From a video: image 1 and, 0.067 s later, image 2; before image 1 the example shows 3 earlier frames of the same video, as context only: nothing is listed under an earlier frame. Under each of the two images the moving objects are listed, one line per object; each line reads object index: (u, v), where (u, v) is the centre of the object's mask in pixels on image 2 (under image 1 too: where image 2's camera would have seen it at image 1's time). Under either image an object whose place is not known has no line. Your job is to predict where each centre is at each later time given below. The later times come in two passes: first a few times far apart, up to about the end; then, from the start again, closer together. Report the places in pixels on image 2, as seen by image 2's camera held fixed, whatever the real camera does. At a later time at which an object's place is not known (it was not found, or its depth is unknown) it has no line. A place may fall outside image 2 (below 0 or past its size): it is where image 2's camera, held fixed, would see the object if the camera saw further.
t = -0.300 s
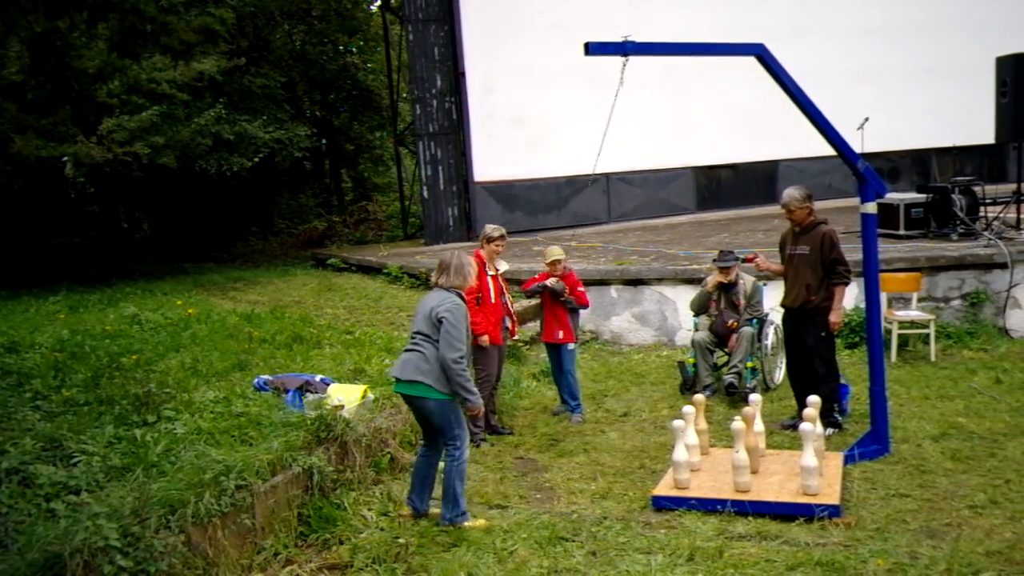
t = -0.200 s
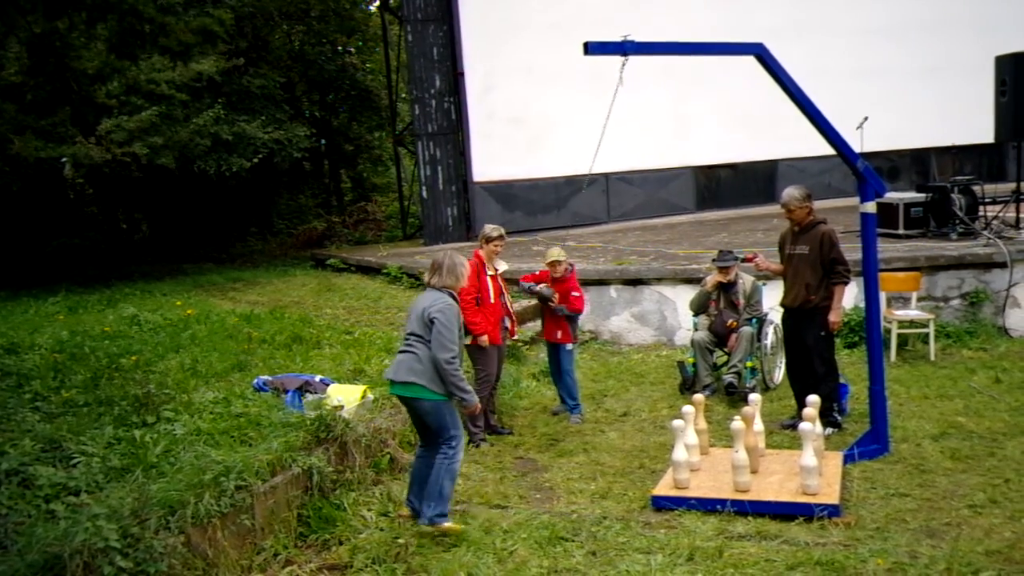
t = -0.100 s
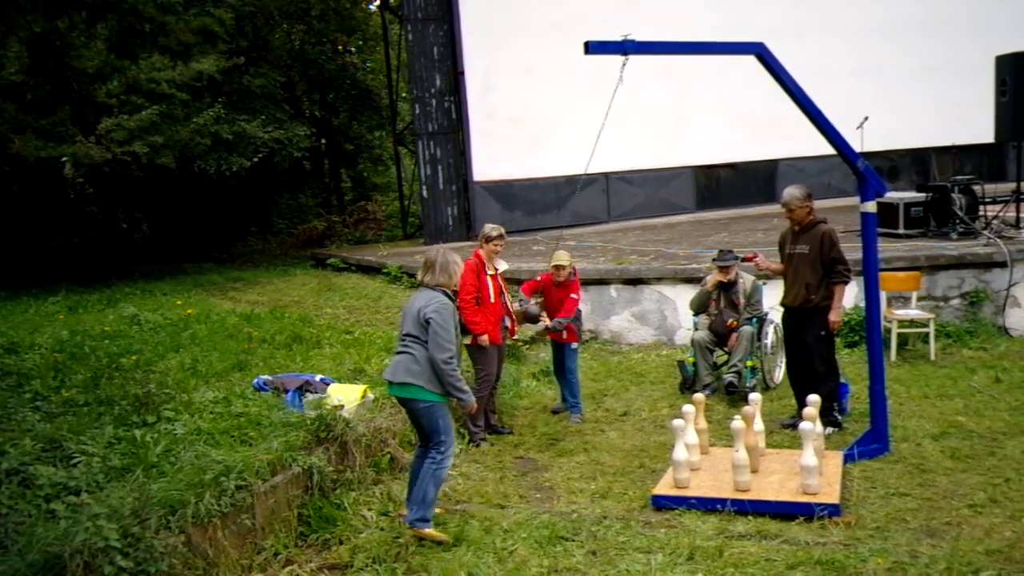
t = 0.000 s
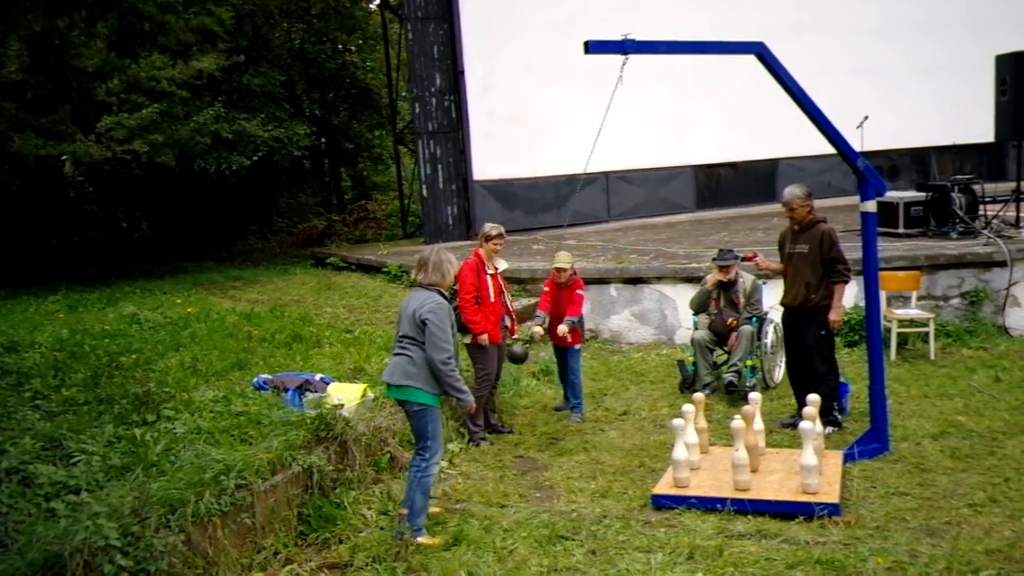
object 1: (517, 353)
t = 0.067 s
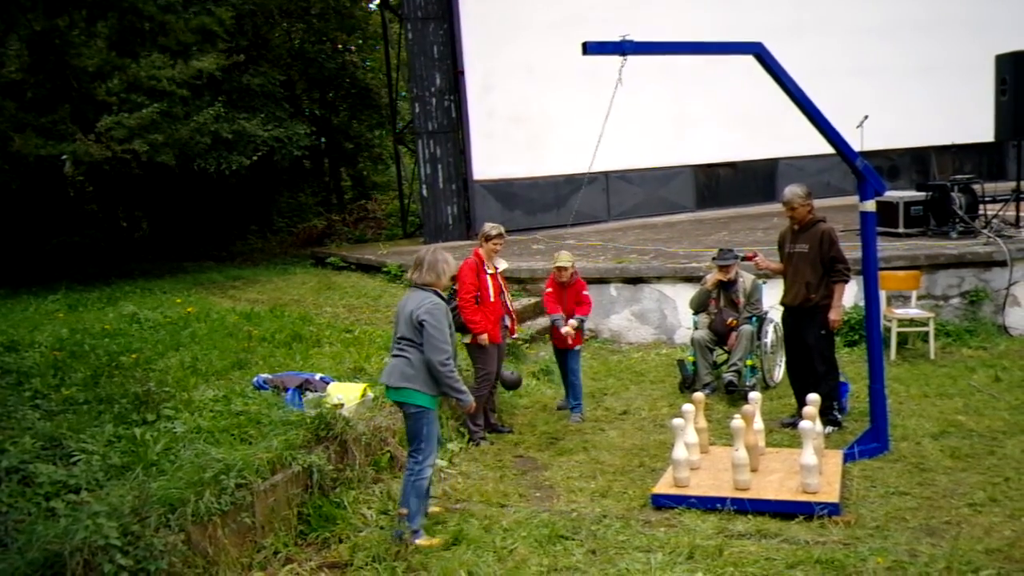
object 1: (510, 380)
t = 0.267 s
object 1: (513, 450)
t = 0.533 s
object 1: (598, 479)
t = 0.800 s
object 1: (778, 379)
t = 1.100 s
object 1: (952, 283)
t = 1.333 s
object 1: (1001, 316)
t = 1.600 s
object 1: (929, 396)
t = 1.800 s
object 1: (817, 418)
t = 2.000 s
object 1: (712, 412)
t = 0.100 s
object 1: (509, 392)
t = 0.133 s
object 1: (508, 404)
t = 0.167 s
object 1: (508, 418)
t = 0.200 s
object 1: (508, 431)
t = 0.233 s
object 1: (509, 442)
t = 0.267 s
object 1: (513, 450)
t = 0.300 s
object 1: (518, 459)
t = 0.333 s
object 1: (524, 467)
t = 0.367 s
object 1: (531, 476)
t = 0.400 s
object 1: (541, 482)
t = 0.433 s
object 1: (553, 483)
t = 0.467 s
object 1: (567, 482)
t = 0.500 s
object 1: (582, 480)
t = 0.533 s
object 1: (598, 479)
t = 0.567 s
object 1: (616, 473)
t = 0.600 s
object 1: (636, 463)
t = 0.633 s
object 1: (656, 450)
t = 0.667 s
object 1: (679, 437)
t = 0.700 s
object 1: (704, 424)
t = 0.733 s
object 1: (727, 410)
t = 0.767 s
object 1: (752, 395)
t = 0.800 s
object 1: (778, 379)
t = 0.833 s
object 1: (801, 363)
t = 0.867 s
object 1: (823, 346)
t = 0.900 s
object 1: (847, 332)
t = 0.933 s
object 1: (868, 319)
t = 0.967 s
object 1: (889, 309)
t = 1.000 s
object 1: (910, 301)
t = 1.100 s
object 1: (952, 283)
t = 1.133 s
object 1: (962, 281)
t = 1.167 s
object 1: (972, 282)
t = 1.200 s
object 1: (980, 285)
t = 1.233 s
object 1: (987, 291)
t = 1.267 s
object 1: (993, 298)
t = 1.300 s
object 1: (998, 307)
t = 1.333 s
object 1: (1001, 316)
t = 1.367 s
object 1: (999, 327)
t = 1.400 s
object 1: (995, 336)
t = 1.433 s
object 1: (988, 346)
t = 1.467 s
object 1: (979, 356)
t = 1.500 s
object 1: (969, 368)
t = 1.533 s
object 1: (959, 379)
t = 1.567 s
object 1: (945, 388)
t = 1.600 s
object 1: (929, 396)
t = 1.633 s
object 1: (912, 403)
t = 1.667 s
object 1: (893, 409)
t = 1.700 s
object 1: (875, 414)
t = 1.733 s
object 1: (856, 419)
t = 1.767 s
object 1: (834, 419)
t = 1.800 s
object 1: (817, 418)
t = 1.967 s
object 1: (726, 413)
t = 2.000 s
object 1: (712, 412)
